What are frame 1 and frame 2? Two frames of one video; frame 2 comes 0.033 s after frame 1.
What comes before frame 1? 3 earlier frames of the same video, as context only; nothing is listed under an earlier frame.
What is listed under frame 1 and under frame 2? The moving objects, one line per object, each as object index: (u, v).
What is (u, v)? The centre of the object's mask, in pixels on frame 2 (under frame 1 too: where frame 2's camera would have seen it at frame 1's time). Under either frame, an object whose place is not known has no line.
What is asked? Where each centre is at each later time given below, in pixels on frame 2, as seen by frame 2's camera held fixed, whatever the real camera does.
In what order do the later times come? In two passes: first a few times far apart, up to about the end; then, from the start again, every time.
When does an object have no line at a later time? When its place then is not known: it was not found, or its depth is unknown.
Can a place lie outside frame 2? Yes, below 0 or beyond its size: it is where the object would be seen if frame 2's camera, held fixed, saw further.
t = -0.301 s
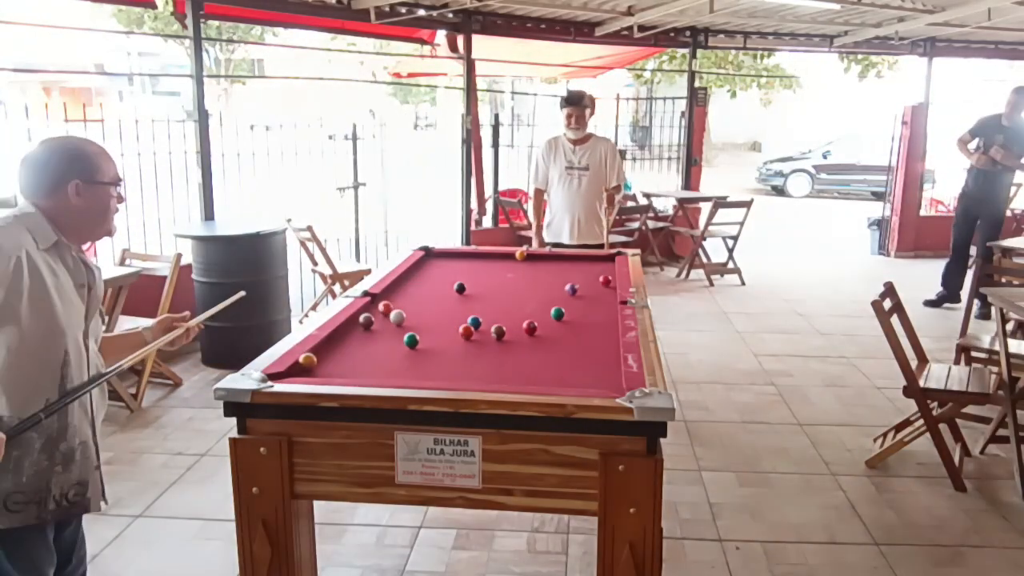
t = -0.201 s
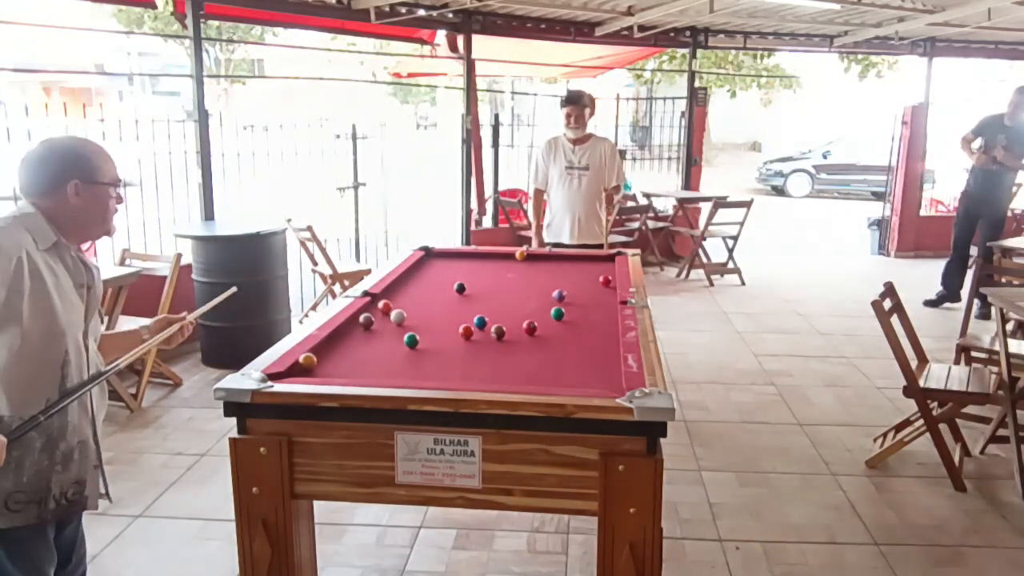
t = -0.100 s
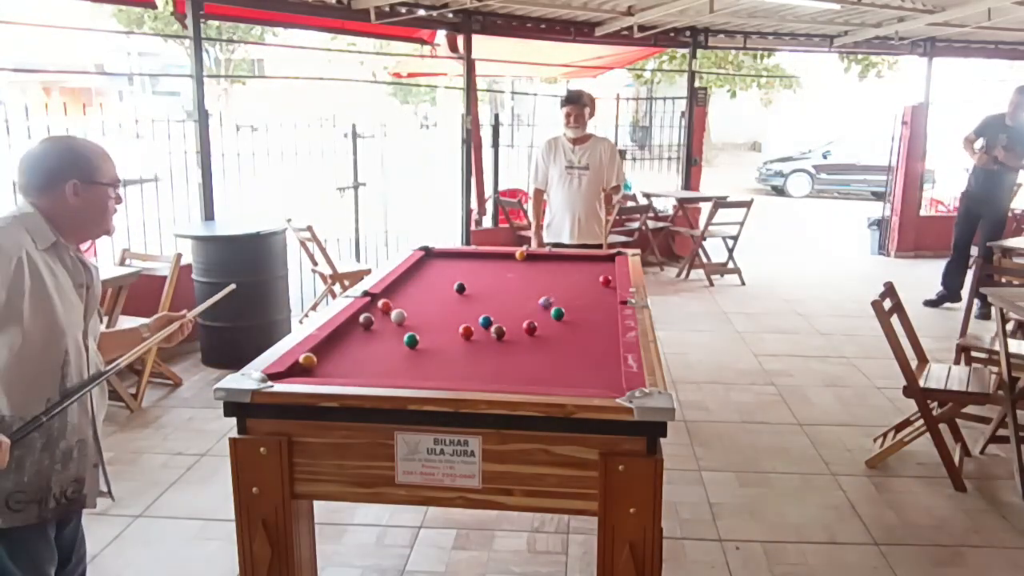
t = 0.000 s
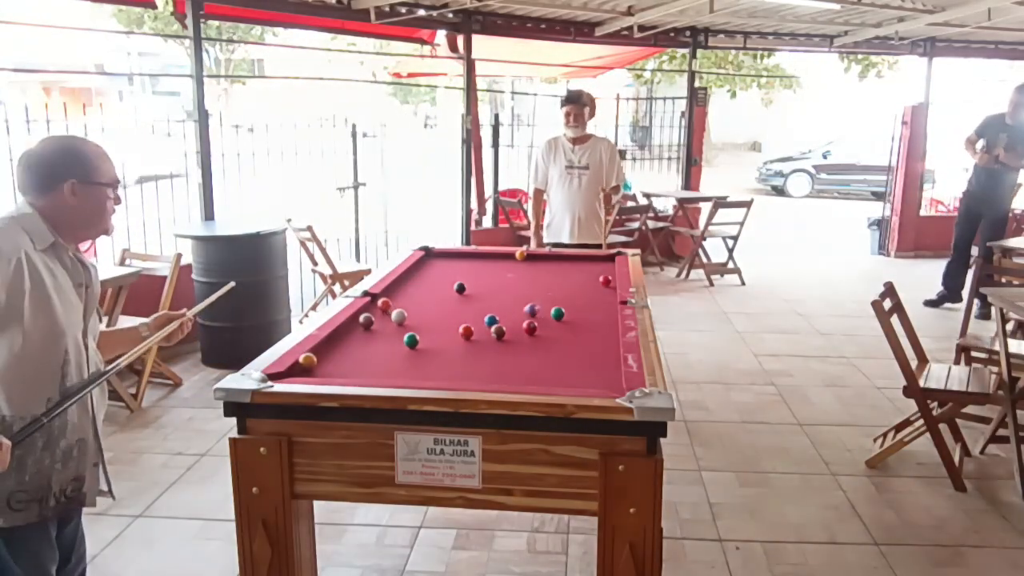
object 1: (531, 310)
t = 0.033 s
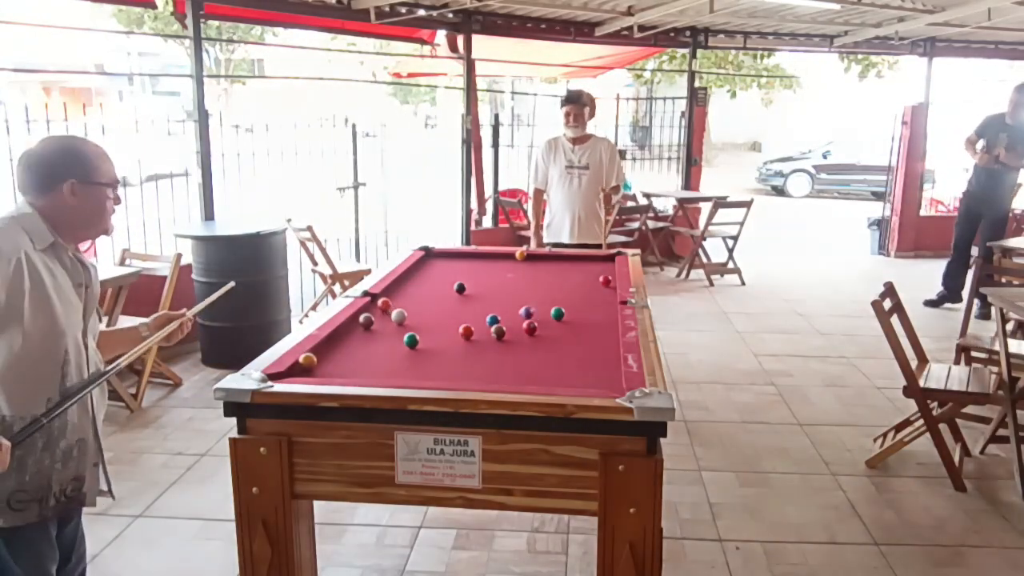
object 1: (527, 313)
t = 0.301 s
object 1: (515, 337)
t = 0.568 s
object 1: (517, 363)
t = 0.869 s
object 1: (513, 379)
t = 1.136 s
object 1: (505, 361)
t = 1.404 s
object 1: (498, 345)
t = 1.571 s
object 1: (492, 338)
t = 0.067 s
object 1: (522, 315)
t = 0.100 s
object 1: (517, 318)
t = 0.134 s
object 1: (513, 322)
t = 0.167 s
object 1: (514, 325)
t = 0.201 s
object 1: (515, 328)
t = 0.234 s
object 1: (515, 331)
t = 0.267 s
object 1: (515, 334)
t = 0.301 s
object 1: (515, 337)
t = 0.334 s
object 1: (515, 340)
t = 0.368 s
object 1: (516, 343)
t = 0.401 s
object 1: (517, 346)
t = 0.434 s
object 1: (517, 349)
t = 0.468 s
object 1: (519, 353)
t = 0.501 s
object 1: (518, 356)
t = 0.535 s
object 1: (517, 360)
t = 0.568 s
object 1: (517, 363)
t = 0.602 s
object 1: (517, 367)
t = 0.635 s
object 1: (517, 370)
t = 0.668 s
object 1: (517, 374)
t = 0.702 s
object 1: (516, 377)
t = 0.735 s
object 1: (516, 379)
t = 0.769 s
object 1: (517, 382)
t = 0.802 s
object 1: (516, 383)
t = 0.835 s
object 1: (514, 380)
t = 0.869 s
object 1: (513, 379)
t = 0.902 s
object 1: (512, 377)
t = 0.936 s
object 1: (511, 375)
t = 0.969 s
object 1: (510, 373)
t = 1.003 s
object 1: (509, 370)
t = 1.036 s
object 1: (508, 368)
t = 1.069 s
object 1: (507, 365)
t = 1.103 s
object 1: (506, 363)
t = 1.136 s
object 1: (505, 361)
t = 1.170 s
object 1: (504, 359)
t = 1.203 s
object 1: (503, 357)
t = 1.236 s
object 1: (502, 355)
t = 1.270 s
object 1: (501, 353)
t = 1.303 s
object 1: (501, 351)
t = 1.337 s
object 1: (500, 349)
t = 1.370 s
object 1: (499, 347)
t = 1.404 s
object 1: (498, 345)
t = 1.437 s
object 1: (497, 343)
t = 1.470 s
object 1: (496, 342)
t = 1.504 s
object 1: (495, 340)
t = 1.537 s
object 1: (494, 338)
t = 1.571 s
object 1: (492, 338)
